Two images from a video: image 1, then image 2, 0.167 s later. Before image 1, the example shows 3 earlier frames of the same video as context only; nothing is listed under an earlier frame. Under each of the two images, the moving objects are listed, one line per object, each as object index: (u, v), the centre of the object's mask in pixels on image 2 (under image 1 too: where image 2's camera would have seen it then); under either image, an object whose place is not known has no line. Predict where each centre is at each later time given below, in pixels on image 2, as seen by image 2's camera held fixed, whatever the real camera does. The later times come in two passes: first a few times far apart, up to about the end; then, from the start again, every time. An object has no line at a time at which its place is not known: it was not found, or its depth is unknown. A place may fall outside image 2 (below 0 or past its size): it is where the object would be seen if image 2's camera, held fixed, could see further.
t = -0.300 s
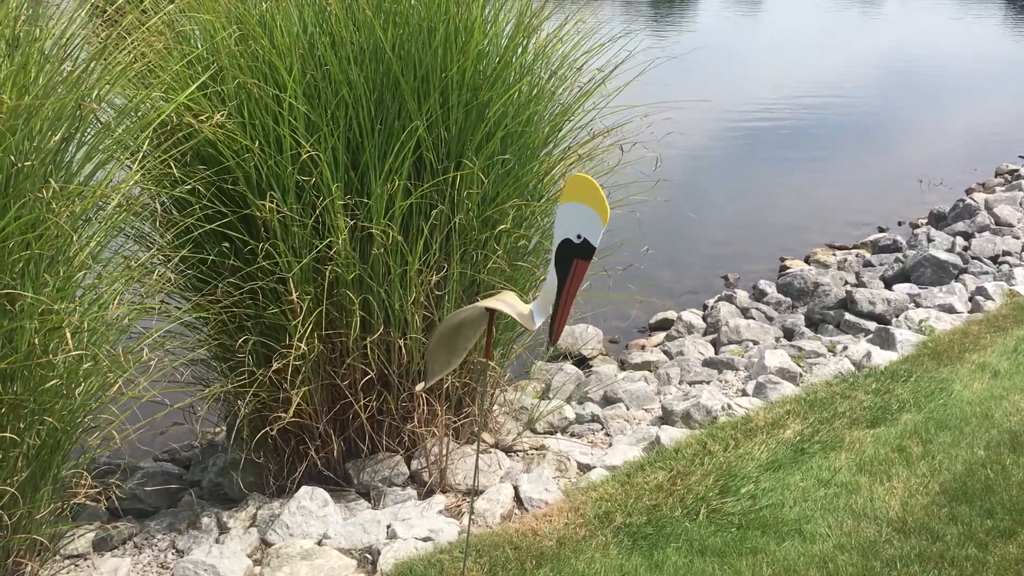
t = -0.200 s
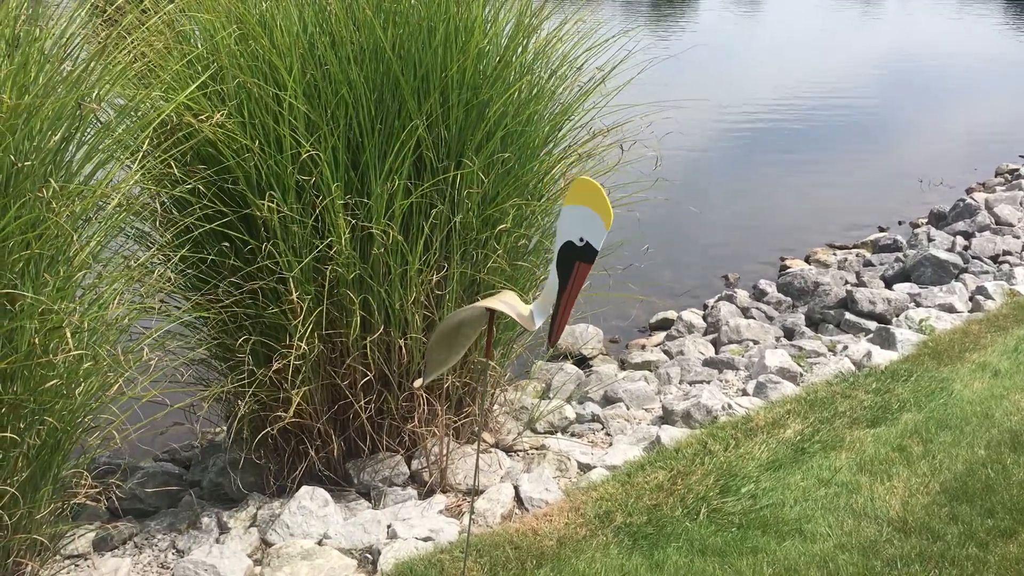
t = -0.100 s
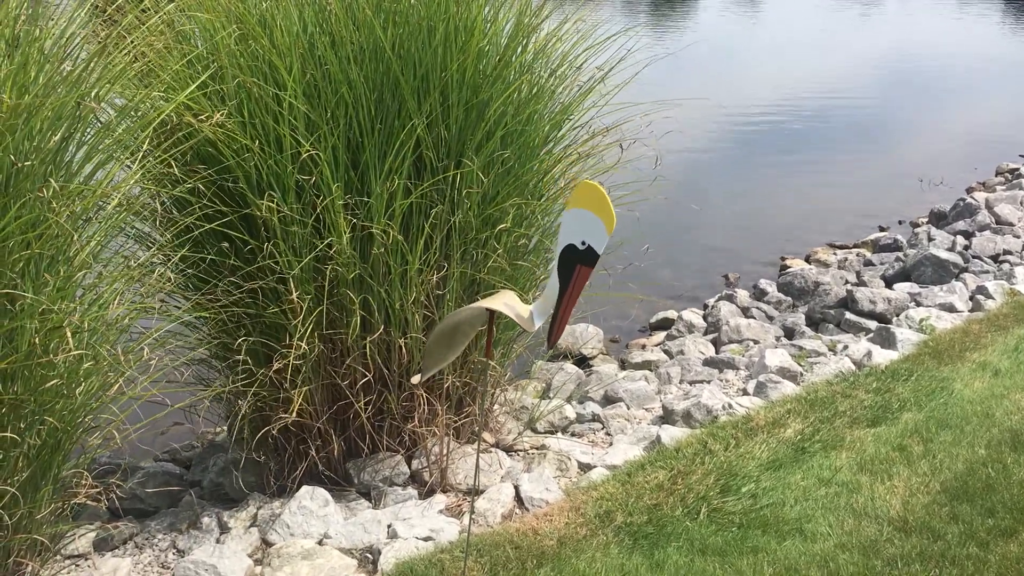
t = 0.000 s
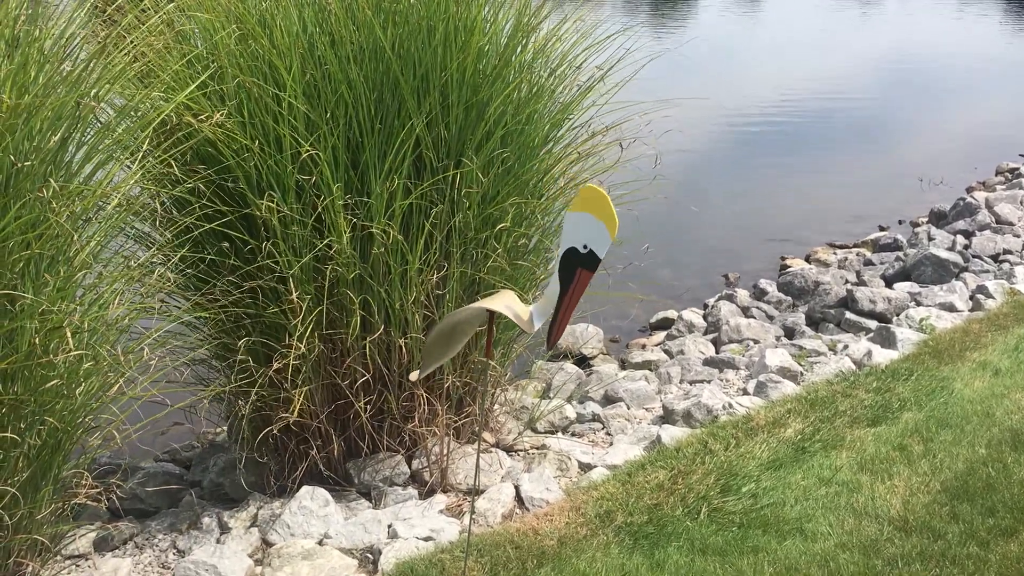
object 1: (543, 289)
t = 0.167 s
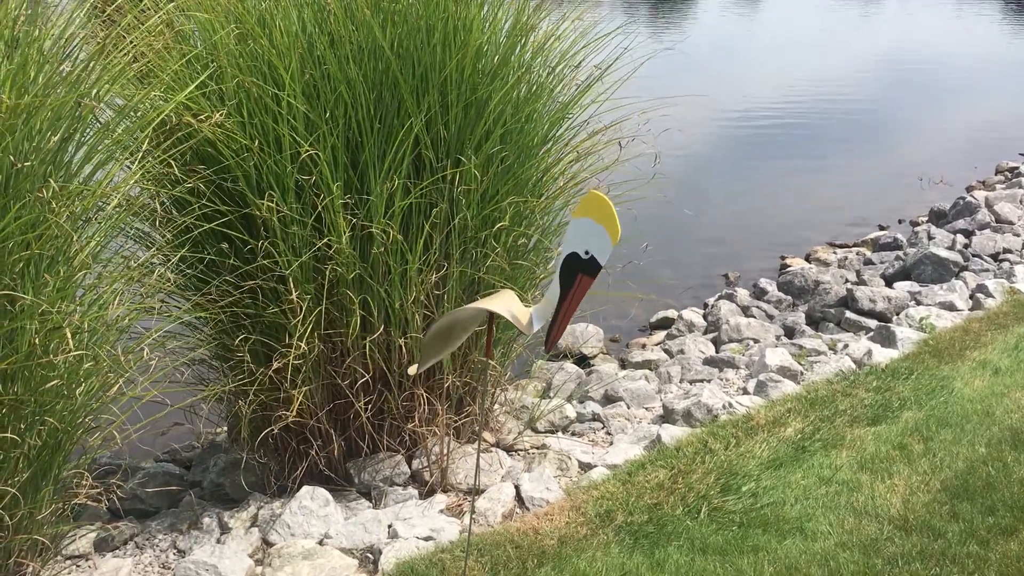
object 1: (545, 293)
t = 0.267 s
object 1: (544, 295)
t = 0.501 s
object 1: (520, 298)
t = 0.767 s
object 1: (520, 299)
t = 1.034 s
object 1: (506, 303)
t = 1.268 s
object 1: (495, 310)
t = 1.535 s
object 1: (492, 321)
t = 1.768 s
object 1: (491, 328)
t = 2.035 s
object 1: (492, 328)
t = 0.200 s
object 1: (545, 293)
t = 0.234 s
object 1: (544, 294)
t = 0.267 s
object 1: (544, 295)
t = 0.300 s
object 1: (545, 295)
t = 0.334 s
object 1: (543, 297)
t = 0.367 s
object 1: (543, 298)
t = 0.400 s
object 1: (544, 298)
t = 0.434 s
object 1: (543, 299)
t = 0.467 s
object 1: (543, 300)
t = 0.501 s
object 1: (520, 298)
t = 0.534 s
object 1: (521, 300)
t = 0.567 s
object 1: (520, 299)
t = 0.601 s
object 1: (520, 298)
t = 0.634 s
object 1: (520, 298)
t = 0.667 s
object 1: (521, 299)
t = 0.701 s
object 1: (521, 298)
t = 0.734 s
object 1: (521, 299)
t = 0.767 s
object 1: (520, 299)
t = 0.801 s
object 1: (518, 299)
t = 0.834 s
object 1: (516, 300)
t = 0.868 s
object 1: (515, 300)
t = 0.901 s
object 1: (513, 300)
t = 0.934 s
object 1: (511, 301)
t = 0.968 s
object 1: (510, 301)
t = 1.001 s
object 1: (508, 303)
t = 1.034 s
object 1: (506, 303)
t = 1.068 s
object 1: (505, 304)
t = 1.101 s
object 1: (502, 305)
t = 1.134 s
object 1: (501, 305)
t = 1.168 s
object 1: (499, 307)
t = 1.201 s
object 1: (497, 308)
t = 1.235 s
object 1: (496, 309)
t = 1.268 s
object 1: (495, 310)
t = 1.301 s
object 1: (494, 312)
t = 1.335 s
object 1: (494, 313)
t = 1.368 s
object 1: (493, 314)
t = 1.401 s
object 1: (493, 315)
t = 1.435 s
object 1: (493, 316)
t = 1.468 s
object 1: (493, 318)
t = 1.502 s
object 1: (493, 320)
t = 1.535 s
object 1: (492, 321)
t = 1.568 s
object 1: (492, 323)
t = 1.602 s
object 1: (492, 324)
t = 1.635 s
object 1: (492, 325)
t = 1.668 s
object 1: (492, 325)
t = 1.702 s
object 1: (491, 326)
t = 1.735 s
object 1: (491, 328)
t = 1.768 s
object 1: (491, 328)
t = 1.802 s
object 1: (492, 328)
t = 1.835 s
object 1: (492, 329)
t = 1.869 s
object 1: (491, 329)
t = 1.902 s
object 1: (491, 329)
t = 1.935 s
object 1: (491, 329)
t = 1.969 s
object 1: (491, 329)
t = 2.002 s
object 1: (492, 329)
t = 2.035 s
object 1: (492, 328)
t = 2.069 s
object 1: (493, 328)
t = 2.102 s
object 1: (493, 327)
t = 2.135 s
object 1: (494, 326)
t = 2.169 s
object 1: (494, 325)
